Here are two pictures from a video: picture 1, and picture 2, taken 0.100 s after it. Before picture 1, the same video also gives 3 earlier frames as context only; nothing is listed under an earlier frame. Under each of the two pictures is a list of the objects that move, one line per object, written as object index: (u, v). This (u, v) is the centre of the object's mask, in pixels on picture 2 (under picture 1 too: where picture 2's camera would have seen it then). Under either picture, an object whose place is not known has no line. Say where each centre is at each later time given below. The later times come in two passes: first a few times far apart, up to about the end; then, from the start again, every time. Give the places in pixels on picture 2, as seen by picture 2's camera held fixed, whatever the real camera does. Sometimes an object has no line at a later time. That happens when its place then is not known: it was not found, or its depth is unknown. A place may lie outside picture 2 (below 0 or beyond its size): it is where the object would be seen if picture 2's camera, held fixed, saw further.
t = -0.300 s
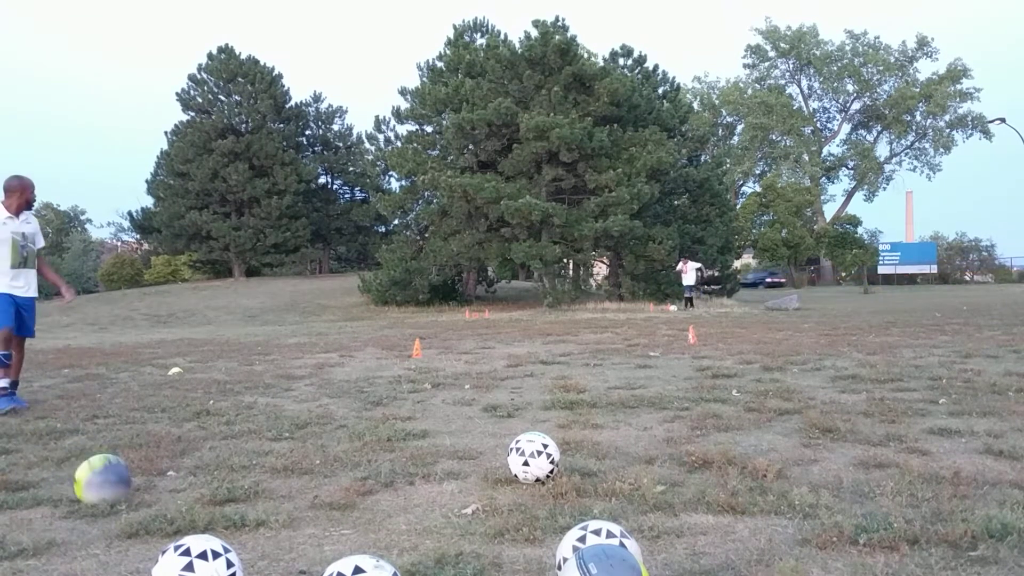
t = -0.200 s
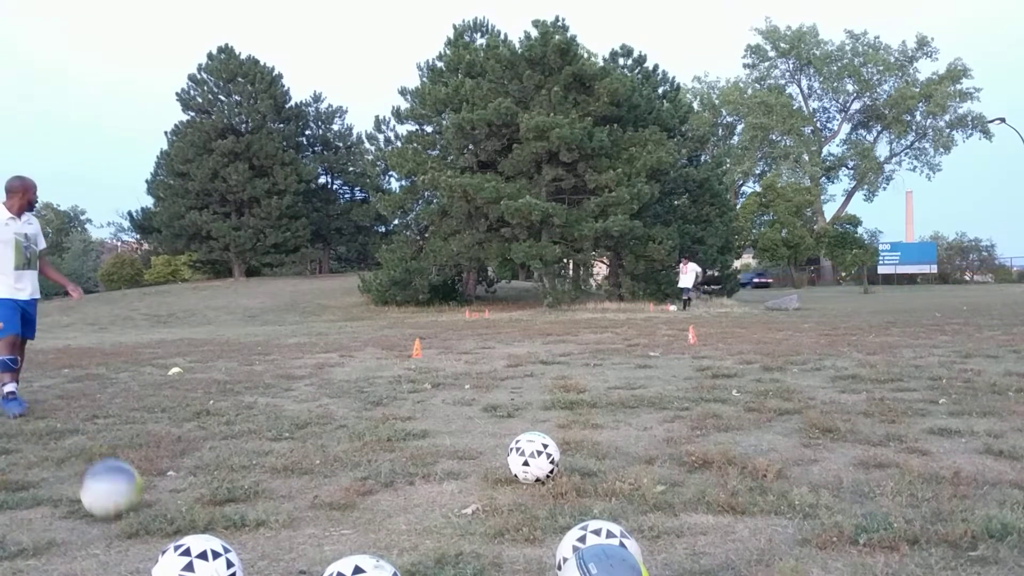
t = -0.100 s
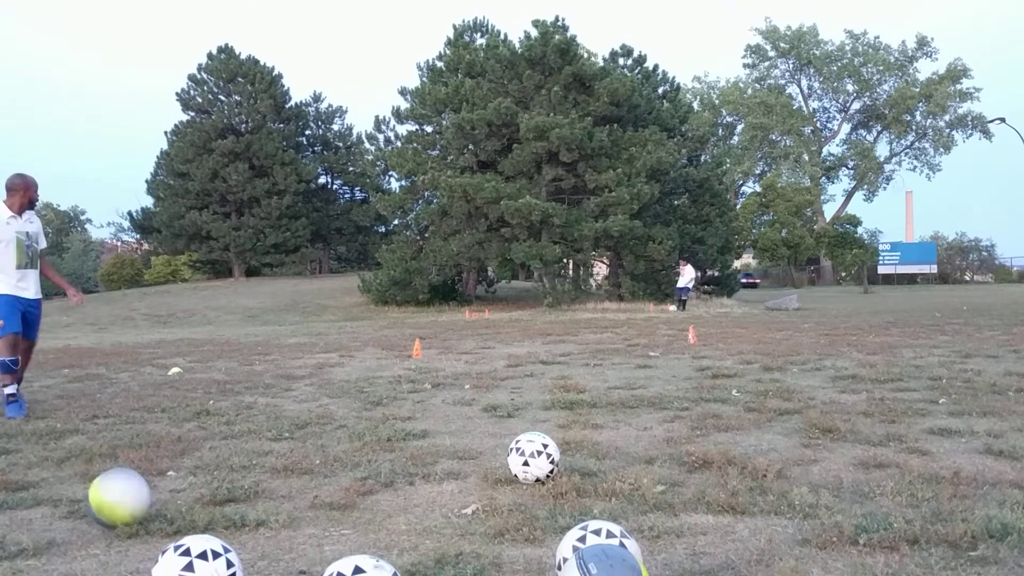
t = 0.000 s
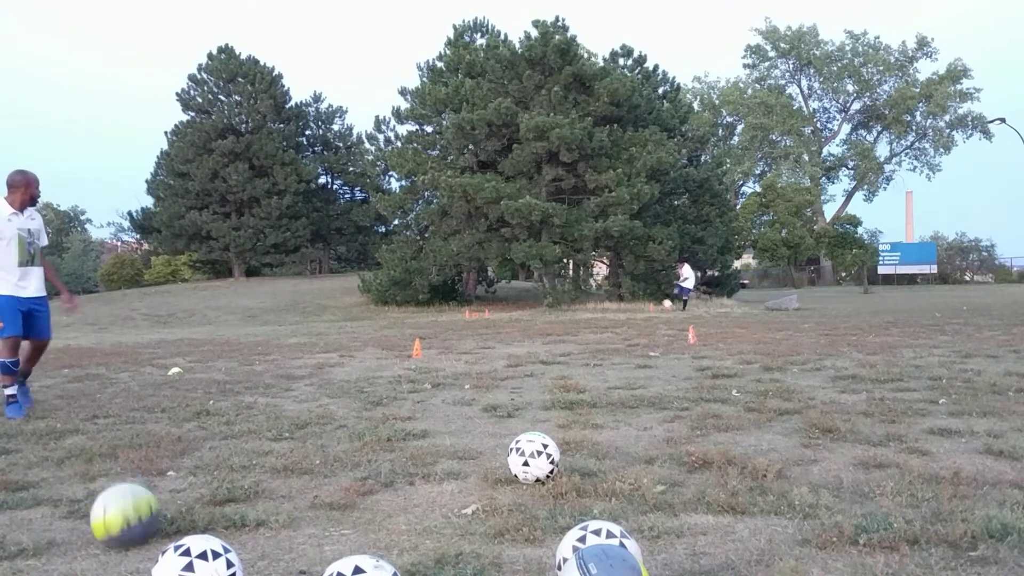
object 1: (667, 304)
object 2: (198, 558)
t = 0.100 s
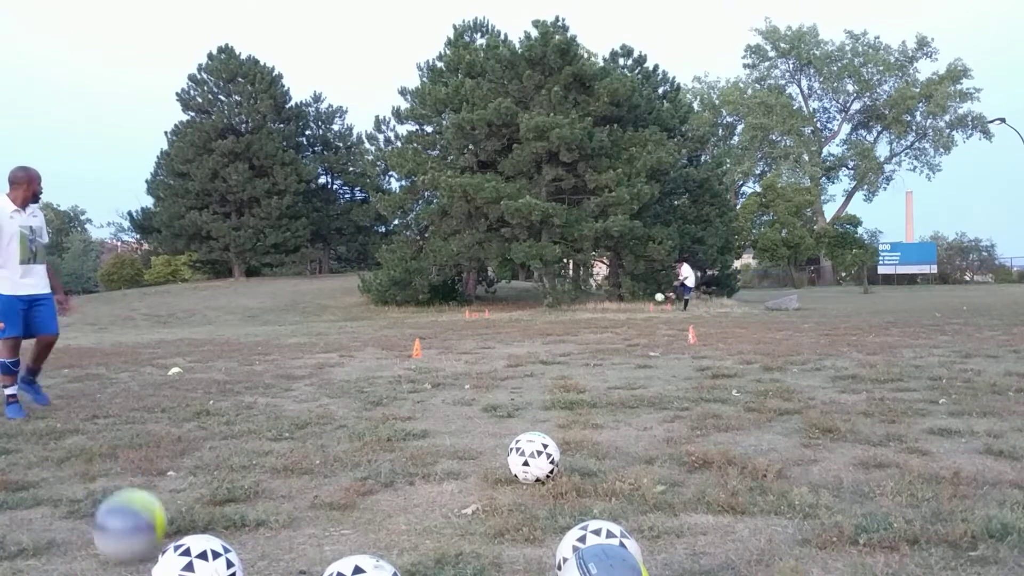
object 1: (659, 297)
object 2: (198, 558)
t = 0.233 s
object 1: (649, 295)
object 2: (198, 558)
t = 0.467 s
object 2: (220, 561)
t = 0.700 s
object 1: (618, 321)
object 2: (238, 564)
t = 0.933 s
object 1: (608, 324)
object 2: (252, 566)
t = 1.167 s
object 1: (598, 325)
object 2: (256, 566)
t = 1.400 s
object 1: (588, 334)
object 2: (251, 566)
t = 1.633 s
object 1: (573, 341)
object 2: (251, 565)
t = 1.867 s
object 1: (556, 343)
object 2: (253, 564)
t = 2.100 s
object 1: (535, 352)
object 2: (255, 564)
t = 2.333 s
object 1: (514, 357)
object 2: (255, 564)
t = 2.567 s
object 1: (487, 368)
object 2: (255, 564)
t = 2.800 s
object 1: (454, 386)
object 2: (255, 564)
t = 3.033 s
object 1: (411, 402)
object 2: (255, 564)
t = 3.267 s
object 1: (356, 417)
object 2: (255, 564)
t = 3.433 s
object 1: (305, 431)
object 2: (255, 564)
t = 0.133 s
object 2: (198, 558)
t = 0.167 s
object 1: (654, 295)
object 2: (198, 558)
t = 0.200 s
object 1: (651, 295)
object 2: (198, 558)
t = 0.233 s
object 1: (649, 295)
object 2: (198, 558)
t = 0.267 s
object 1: (647, 295)
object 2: (198, 558)
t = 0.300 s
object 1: (644, 296)
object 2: (198, 558)
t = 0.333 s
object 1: (642, 297)
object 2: (198, 558)
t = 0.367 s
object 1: (640, 299)
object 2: (205, 559)
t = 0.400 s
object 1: (638, 302)
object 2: (211, 559)
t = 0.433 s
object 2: (217, 561)
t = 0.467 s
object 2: (220, 561)
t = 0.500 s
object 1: (630, 313)
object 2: (223, 561)
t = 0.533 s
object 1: (628, 319)
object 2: (226, 562)
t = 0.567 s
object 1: (626, 321)
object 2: (229, 562)
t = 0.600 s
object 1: (624, 320)
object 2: (231, 563)
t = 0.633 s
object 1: (622, 320)
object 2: (234, 564)
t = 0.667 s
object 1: (620, 320)
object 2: (236, 564)
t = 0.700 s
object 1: (618, 321)
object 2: (238, 564)
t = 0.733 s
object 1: (616, 322)
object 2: (240, 565)
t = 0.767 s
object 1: (614, 324)
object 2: (242, 565)
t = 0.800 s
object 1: (613, 326)
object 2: (244, 566)
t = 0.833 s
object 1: (611, 325)
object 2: (246, 566)
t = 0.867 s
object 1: (610, 323)
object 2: (248, 566)
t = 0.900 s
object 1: (609, 323)
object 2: (250, 566)
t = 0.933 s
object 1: (608, 324)
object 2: (252, 566)
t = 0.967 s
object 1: (606, 324)
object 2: (254, 566)
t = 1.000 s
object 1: (605, 326)
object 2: (255, 566)
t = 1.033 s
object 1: (604, 328)
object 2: (256, 566)
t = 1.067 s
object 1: (603, 329)
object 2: (256, 566)
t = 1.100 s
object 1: (601, 327)
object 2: (256, 566)
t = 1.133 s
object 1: (600, 325)
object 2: (256, 566)
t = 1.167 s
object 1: (598, 325)
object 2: (256, 566)
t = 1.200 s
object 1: (597, 325)
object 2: (255, 566)
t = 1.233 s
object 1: (596, 326)
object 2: (254, 566)
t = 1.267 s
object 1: (594, 327)
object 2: (253, 566)
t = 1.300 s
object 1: (593, 330)
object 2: (252, 566)
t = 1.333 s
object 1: (591, 333)
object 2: (252, 566)
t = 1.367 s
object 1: (589, 335)
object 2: (251, 566)
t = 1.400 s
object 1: (588, 334)
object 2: (251, 566)
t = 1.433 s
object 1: (585, 332)
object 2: (250, 565)
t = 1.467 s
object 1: (584, 332)
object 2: (250, 565)
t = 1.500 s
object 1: (581, 332)
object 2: (250, 565)
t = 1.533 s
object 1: (580, 334)
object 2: (250, 565)
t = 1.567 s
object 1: (577, 336)
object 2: (251, 565)
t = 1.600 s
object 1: (575, 339)
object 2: (251, 565)
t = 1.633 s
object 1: (573, 341)
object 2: (251, 565)
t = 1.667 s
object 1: (571, 341)
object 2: (252, 565)
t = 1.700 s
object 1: (569, 341)
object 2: (252, 565)
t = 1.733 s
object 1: (566, 342)
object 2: (252, 564)
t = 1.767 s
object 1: (564, 345)
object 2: (253, 564)
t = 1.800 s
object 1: (561, 345)
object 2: (253, 564)
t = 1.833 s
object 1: (559, 344)
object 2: (253, 564)
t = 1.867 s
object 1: (556, 343)
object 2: (253, 564)
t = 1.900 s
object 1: (553, 343)
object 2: (254, 564)
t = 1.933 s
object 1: (550, 344)
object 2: (254, 564)
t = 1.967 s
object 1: (547, 346)
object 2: (255, 564)
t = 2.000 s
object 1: (544, 350)
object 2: (255, 564)
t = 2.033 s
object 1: (541, 352)
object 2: (255, 564)
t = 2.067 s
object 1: (538, 351)
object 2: (255, 564)
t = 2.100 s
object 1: (535, 352)
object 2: (255, 564)
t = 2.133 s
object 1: (533, 353)
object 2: (255, 564)
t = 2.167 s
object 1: (529, 355)
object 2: (255, 564)
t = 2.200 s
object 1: (526, 358)
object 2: (255, 564)
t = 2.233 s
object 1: (524, 359)
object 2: (255, 564)
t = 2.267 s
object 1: (520, 357)
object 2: (255, 564)
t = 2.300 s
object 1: (517, 357)
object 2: (255, 564)
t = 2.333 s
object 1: (514, 357)
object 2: (255, 564)
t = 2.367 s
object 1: (511, 359)
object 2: (255, 564)
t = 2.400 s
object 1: (507, 362)
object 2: (255, 564)
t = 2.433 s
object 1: (503, 365)
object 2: (255, 564)
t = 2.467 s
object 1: (500, 365)
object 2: (255, 564)
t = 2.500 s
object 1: (496, 365)
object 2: (255, 564)
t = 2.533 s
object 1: (492, 366)
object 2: (255, 564)
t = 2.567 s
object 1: (487, 368)
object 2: (255, 564)
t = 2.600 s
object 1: (483, 372)
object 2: (255, 564)
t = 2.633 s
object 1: (479, 376)
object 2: (255, 564)
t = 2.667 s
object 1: (474, 377)
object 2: (255, 564)
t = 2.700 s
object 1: (469, 379)
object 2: (255, 564)
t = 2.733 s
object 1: (464, 382)
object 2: (255, 564)
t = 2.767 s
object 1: (460, 385)
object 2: (255, 564)
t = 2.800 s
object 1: (454, 386)
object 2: (255, 564)
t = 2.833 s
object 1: (449, 388)
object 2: (255, 564)
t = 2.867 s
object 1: (443, 391)
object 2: (255, 564)
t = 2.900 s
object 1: (437, 391)
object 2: (255, 564)
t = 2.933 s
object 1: (430, 393)
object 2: (255, 564)
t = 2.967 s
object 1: (425, 396)
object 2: (255, 564)
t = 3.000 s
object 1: (418, 400)
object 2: (255, 564)
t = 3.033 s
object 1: (411, 402)
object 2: (255, 564)
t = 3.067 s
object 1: (403, 401)
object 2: (255, 564)
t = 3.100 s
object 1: (398, 402)
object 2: (255, 564)
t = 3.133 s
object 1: (389, 403)
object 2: (255, 564)
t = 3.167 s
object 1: (382, 406)
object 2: (255, 564)
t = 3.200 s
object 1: (373, 411)
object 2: (255, 564)
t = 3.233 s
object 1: (364, 415)
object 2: (255, 564)
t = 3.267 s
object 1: (356, 417)
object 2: (255, 564)
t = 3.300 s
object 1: (347, 420)
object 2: (255, 564)
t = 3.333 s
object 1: (336, 424)
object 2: (255, 564)
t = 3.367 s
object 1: (327, 430)
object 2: (255, 564)
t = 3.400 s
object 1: (315, 431)
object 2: (255, 564)
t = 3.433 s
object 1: (305, 431)
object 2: (255, 564)
